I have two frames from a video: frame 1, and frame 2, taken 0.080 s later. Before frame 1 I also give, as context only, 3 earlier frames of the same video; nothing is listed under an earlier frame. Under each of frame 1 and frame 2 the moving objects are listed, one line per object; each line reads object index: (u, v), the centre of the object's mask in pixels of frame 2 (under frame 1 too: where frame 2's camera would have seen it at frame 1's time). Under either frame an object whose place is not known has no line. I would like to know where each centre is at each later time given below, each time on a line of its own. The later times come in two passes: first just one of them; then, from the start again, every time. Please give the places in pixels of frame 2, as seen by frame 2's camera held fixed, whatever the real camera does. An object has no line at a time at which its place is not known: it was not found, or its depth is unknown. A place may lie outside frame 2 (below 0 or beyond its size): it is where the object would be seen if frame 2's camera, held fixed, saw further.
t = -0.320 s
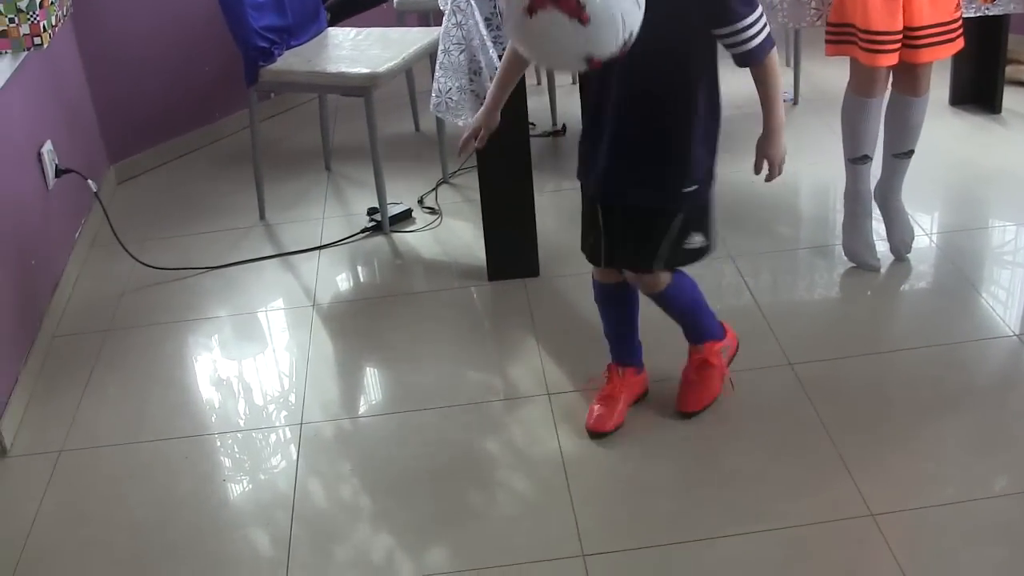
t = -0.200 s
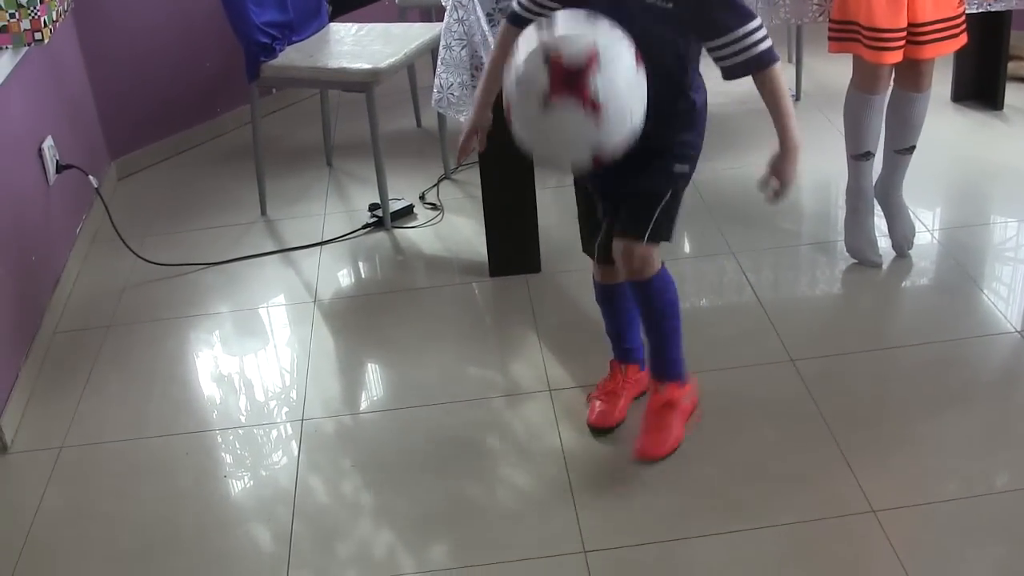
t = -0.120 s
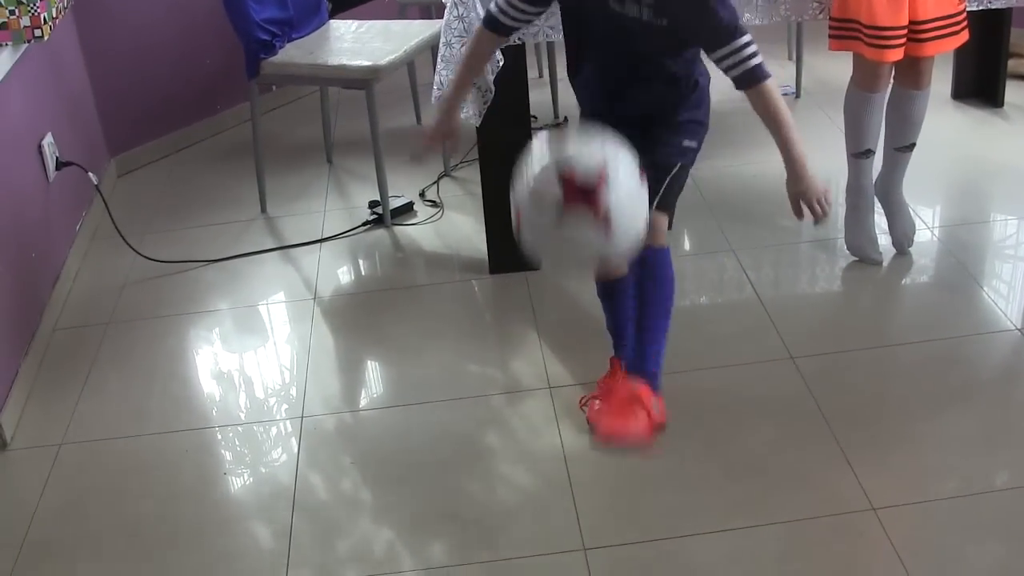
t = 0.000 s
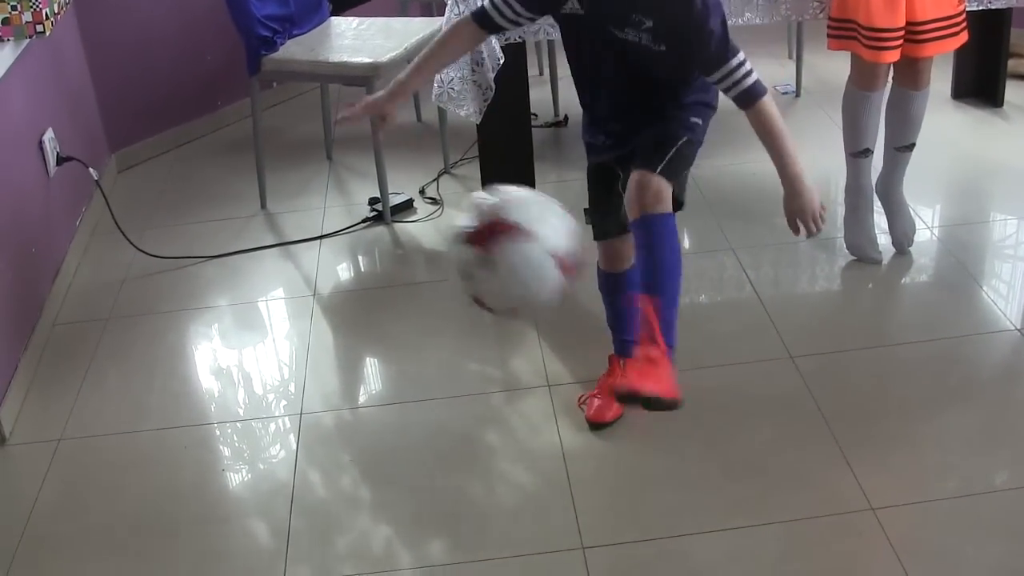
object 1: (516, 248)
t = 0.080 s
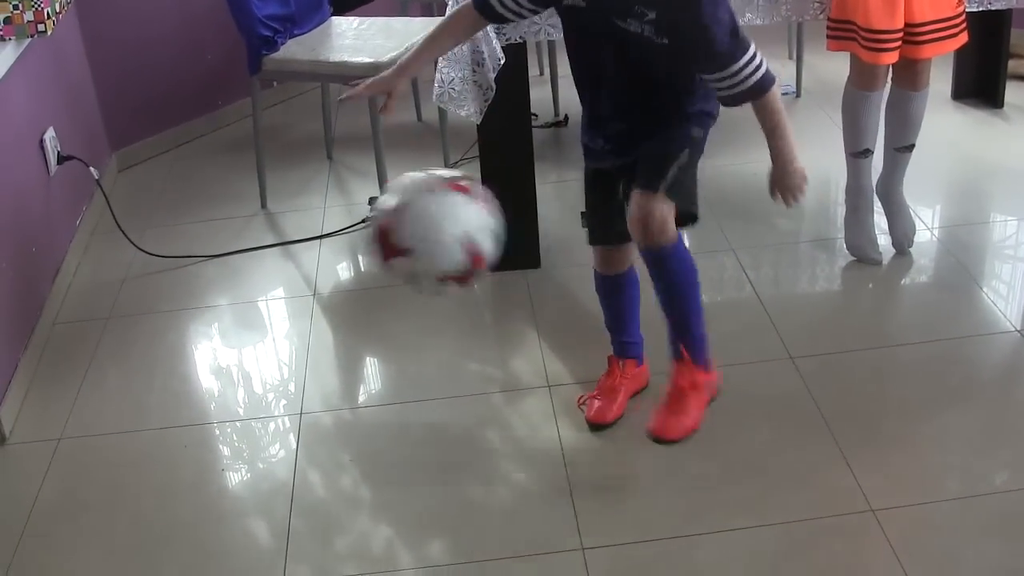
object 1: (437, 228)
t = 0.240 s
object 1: (304, 293)
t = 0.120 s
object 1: (399, 231)
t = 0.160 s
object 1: (363, 246)
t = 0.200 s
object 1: (334, 265)
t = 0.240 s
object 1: (304, 293)
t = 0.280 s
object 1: (277, 326)
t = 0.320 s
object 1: (255, 373)
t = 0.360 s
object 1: (232, 415)
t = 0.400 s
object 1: (196, 374)
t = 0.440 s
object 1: (158, 341)
